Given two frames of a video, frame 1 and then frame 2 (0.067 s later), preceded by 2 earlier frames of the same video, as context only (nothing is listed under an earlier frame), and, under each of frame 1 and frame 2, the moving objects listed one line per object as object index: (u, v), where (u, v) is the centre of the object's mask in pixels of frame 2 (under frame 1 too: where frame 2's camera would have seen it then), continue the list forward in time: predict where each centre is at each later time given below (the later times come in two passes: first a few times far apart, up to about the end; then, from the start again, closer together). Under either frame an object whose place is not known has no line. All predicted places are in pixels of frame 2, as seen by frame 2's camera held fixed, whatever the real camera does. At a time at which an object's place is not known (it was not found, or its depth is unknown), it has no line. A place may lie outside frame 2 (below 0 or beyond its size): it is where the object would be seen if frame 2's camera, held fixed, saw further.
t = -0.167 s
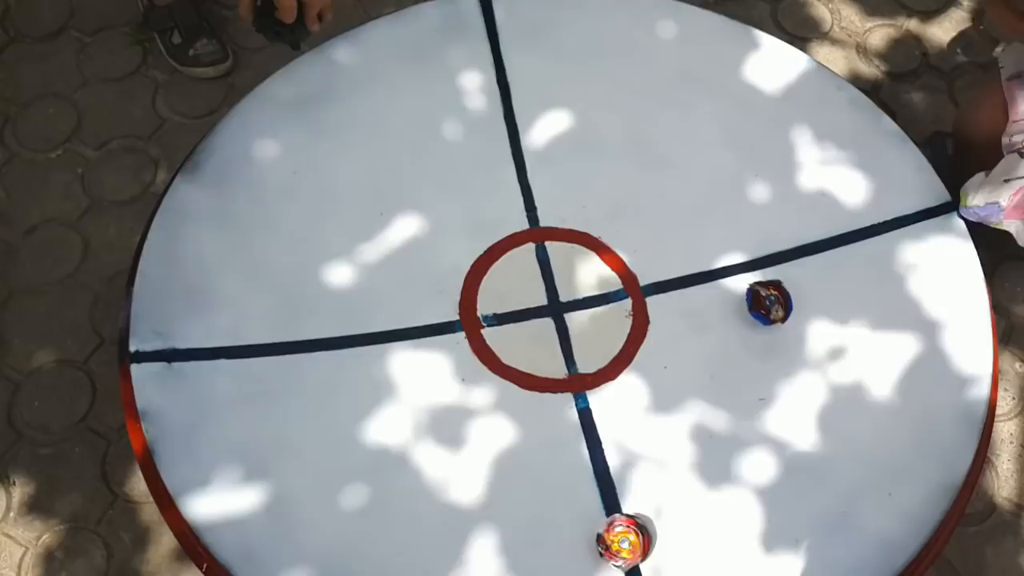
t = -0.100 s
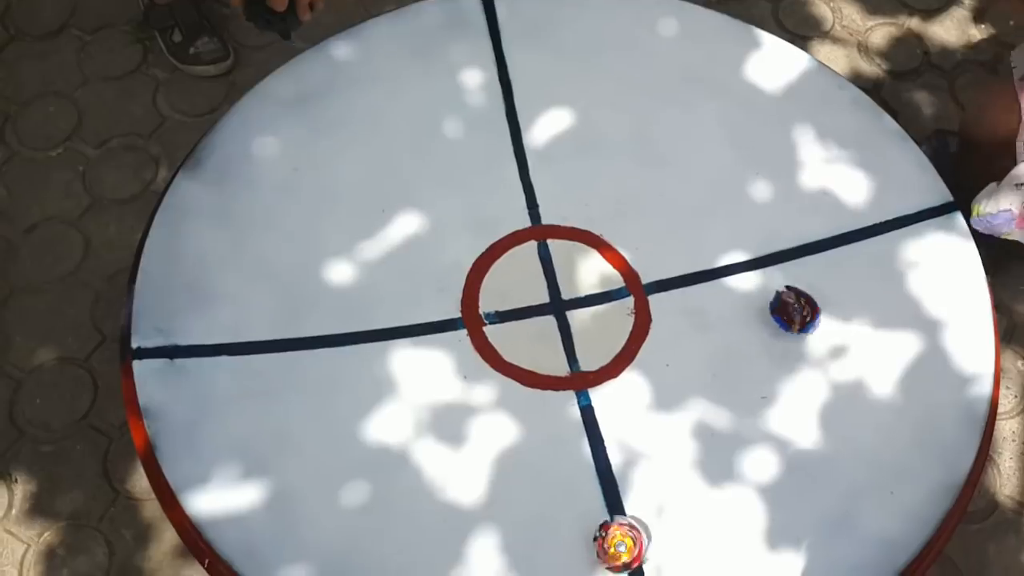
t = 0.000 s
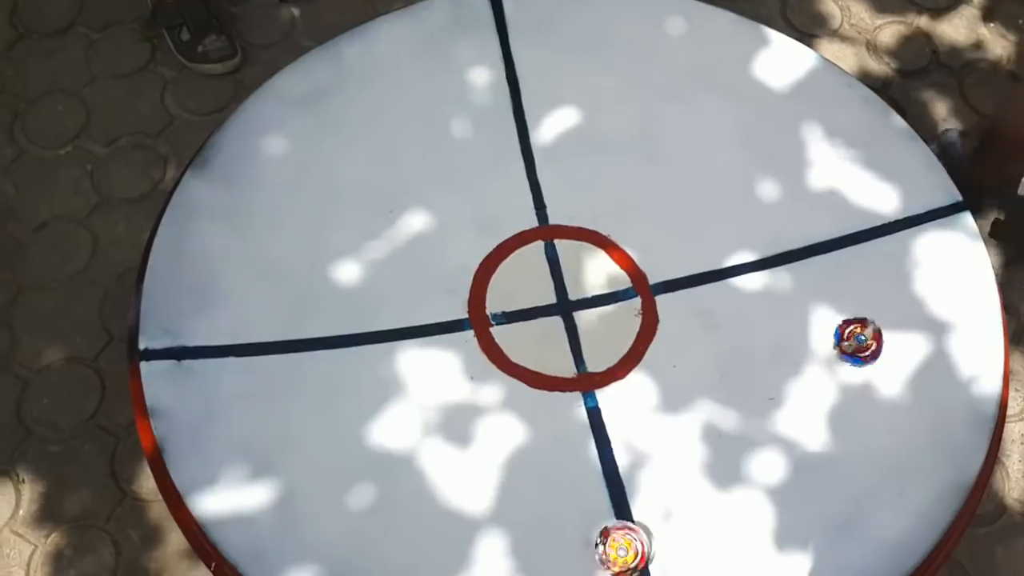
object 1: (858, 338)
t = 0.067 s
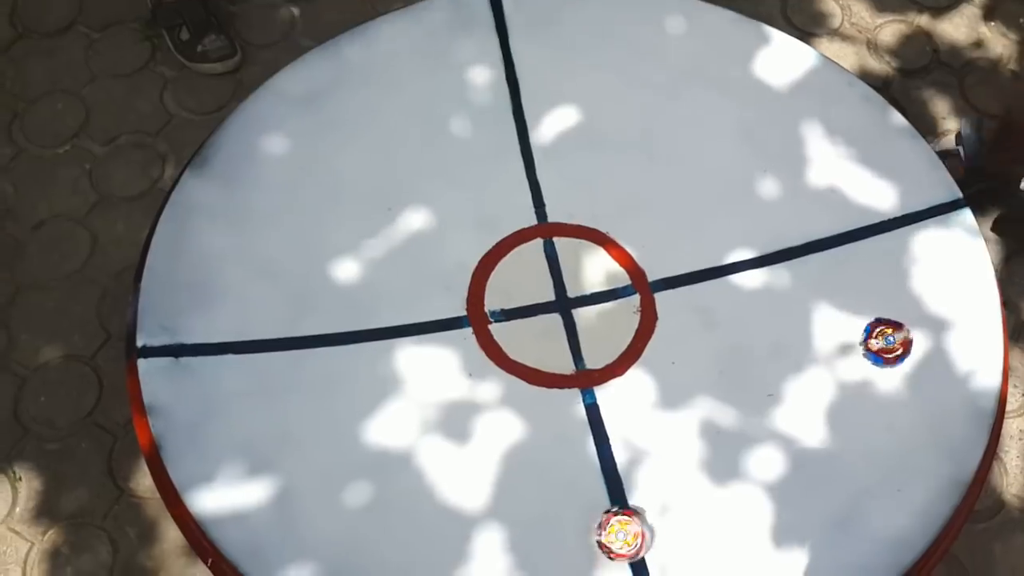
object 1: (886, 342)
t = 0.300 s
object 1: (932, 321)
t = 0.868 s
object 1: (790, 239)
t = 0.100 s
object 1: (898, 344)
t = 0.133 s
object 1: (907, 343)
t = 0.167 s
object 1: (914, 338)
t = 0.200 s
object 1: (917, 334)
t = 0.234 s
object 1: (924, 330)
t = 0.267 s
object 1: (927, 327)
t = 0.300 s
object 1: (932, 321)
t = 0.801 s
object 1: (827, 239)
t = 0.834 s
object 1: (809, 239)
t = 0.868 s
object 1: (790, 239)
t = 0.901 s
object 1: (773, 240)
